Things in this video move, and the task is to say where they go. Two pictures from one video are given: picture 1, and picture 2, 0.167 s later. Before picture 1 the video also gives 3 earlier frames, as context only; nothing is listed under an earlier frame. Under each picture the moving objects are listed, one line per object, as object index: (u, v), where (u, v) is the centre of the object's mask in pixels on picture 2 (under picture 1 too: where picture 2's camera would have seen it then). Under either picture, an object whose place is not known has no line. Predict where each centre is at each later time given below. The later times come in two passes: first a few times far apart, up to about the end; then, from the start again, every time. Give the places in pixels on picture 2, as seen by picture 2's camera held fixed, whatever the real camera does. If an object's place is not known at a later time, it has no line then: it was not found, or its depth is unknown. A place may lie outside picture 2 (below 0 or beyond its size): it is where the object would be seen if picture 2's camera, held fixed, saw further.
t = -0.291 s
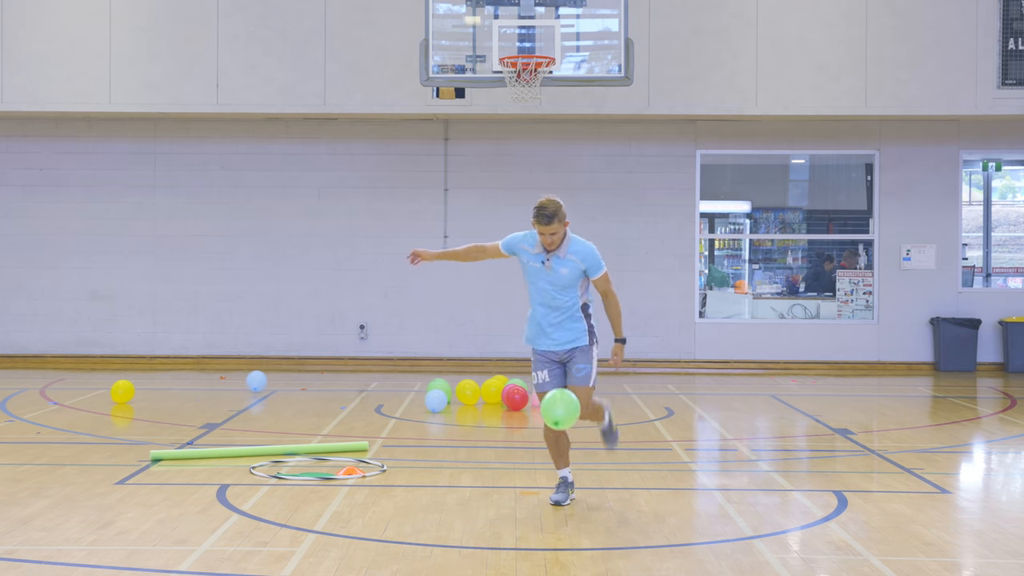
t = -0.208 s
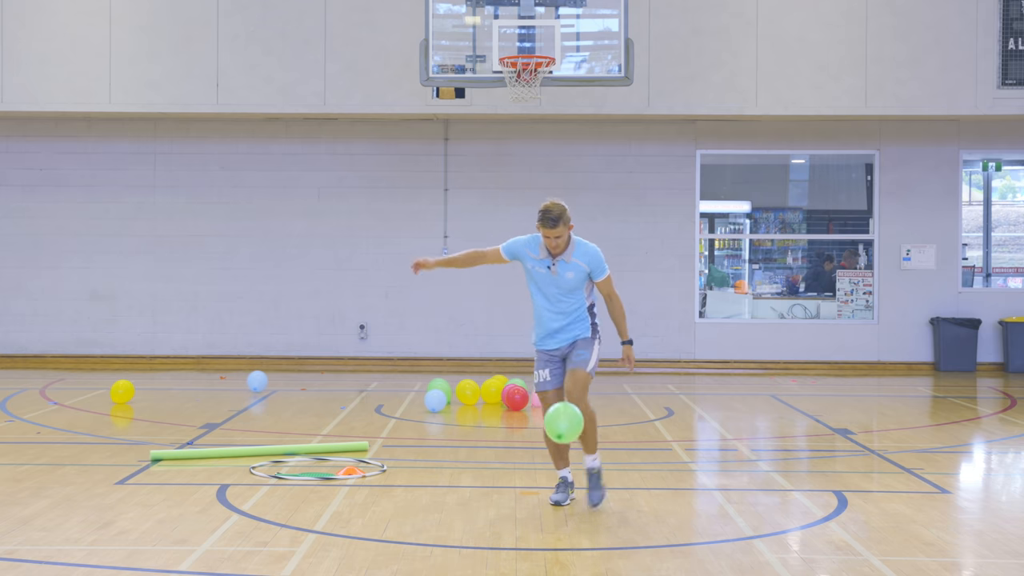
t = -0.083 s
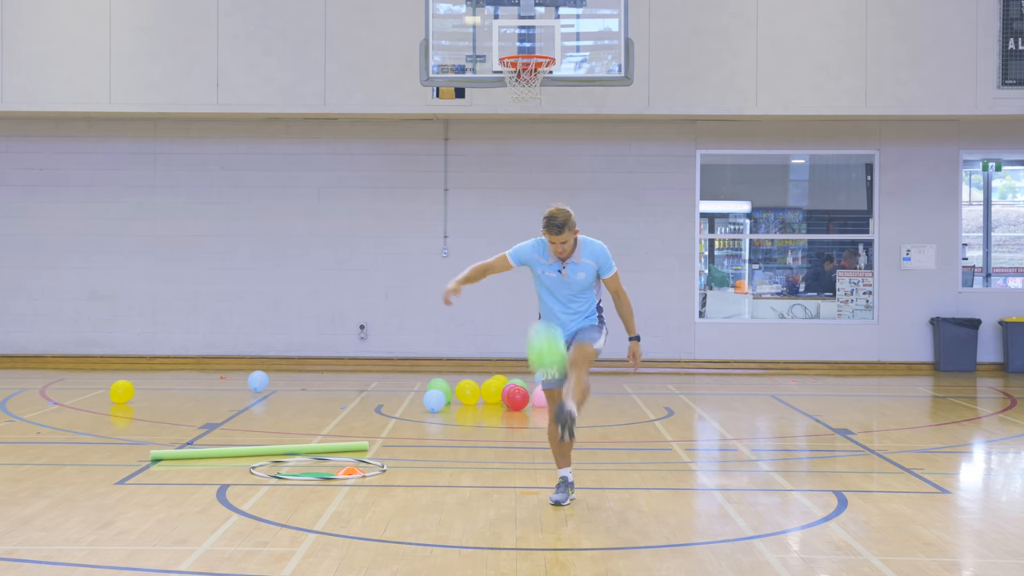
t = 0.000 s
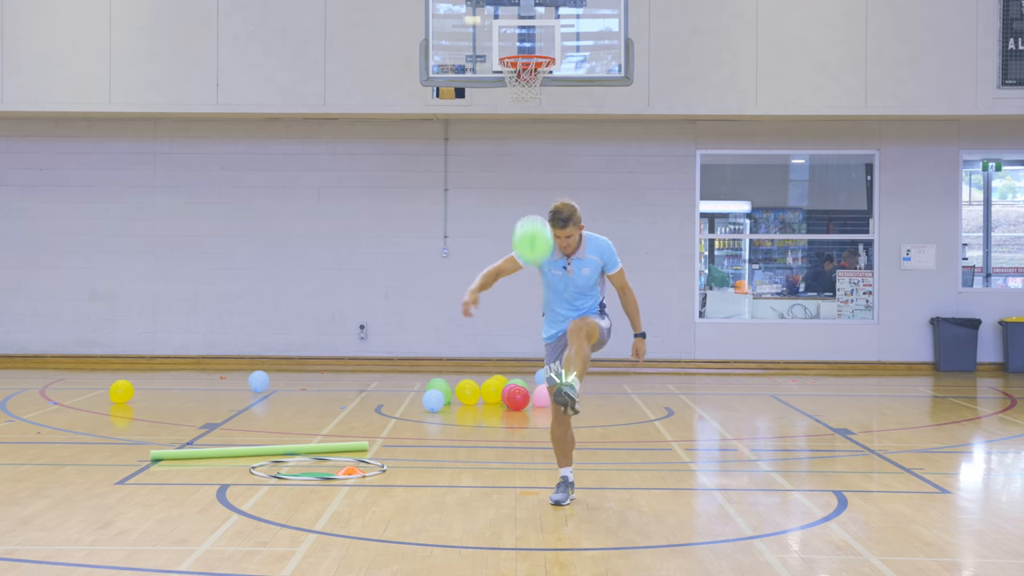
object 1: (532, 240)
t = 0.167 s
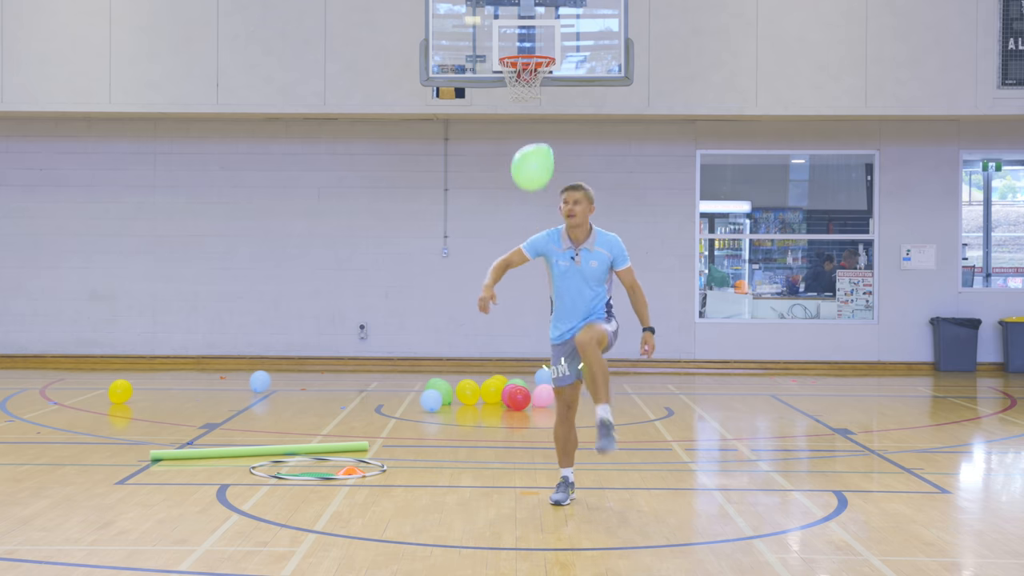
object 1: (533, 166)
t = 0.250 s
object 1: (528, 136)
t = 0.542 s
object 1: (521, 63)
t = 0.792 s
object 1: (508, 36)
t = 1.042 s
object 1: (491, 24)
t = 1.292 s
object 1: (473, 28)
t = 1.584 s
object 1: (453, 54)
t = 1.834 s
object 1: (442, 87)
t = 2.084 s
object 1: (435, 133)
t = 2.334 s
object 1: (435, 184)
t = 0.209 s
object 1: (530, 151)
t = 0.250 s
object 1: (528, 136)
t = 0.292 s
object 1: (527, 122)
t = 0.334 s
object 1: (526, 109)
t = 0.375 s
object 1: (526, 97)
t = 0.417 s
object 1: (526, 87)
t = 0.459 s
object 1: (524, 78)
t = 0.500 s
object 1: (523, 70)
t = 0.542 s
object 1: (521, 63)
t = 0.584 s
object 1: (520, 56)
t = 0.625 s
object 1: (518, 51)
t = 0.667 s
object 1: (515, 46)
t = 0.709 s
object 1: (513, 42)
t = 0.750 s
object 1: (511, 39)
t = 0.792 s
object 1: (508, 36)
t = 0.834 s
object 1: (506, 34)
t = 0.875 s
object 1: (503, 31)
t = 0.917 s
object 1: (500, 29)
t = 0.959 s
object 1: (497, 27)
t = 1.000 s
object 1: (494, 25)
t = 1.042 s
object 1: (491, 24)
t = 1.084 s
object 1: (488, 23)
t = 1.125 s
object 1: (485, 22)
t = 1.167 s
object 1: (482, 22)
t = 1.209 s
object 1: (479, 23)
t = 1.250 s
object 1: (476, 25)
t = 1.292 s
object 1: (473, 28)
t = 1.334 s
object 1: (470, 31)
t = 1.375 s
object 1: (467, 33)
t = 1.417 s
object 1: (464, 37)
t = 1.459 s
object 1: (461, 41)
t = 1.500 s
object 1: (458, 45)
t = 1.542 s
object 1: (455, 49)
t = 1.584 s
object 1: (453, 54)
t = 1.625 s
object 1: (451, 59)
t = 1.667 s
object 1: (448, 64)
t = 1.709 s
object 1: (446, 69)
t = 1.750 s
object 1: (445, 75)
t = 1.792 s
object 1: (443, 81)
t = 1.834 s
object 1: (442, 87)
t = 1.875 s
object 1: (440, 94)
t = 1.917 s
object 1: (439, 101)
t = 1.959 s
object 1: (438, 109)
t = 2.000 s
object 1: (437, 117)
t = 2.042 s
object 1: (436, 124)
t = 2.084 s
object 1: (435, 133)
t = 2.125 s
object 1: (435, 141)
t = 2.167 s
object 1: (434, 150)
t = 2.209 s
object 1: (434, 158)
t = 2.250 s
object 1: (434, 167)
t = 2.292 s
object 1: (434, 175)
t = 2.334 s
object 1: (435, 184)
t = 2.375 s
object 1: (436, 192)
